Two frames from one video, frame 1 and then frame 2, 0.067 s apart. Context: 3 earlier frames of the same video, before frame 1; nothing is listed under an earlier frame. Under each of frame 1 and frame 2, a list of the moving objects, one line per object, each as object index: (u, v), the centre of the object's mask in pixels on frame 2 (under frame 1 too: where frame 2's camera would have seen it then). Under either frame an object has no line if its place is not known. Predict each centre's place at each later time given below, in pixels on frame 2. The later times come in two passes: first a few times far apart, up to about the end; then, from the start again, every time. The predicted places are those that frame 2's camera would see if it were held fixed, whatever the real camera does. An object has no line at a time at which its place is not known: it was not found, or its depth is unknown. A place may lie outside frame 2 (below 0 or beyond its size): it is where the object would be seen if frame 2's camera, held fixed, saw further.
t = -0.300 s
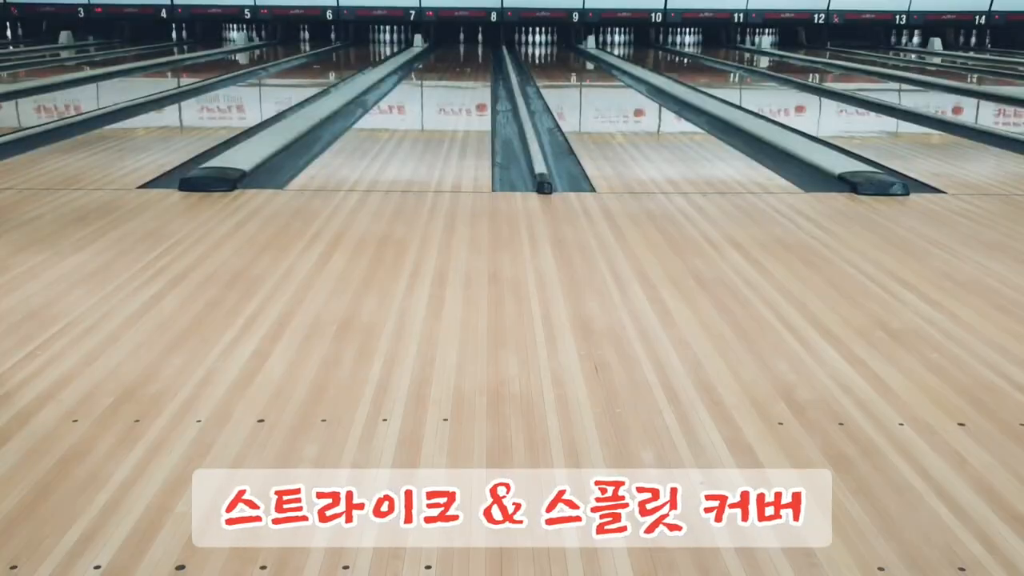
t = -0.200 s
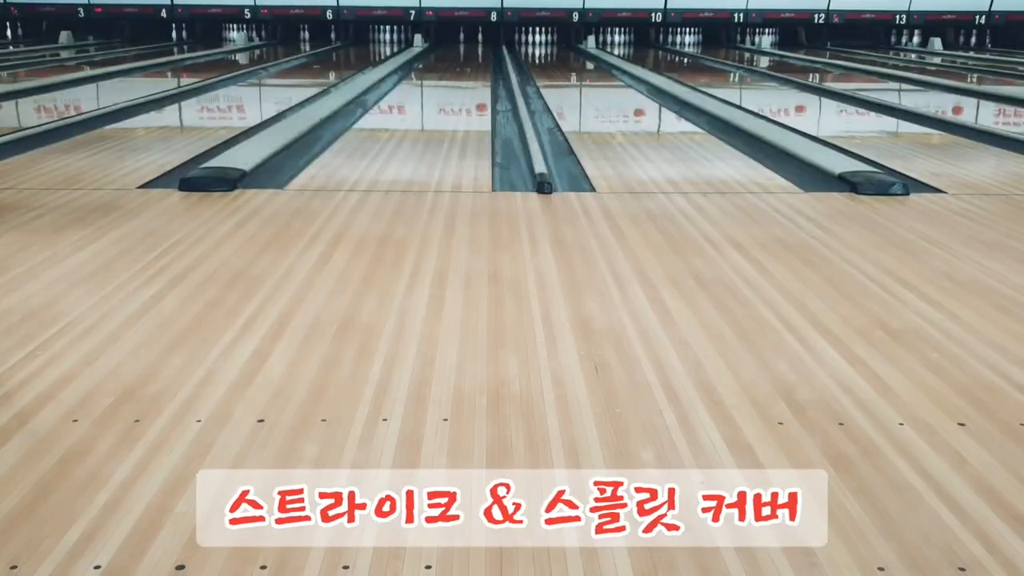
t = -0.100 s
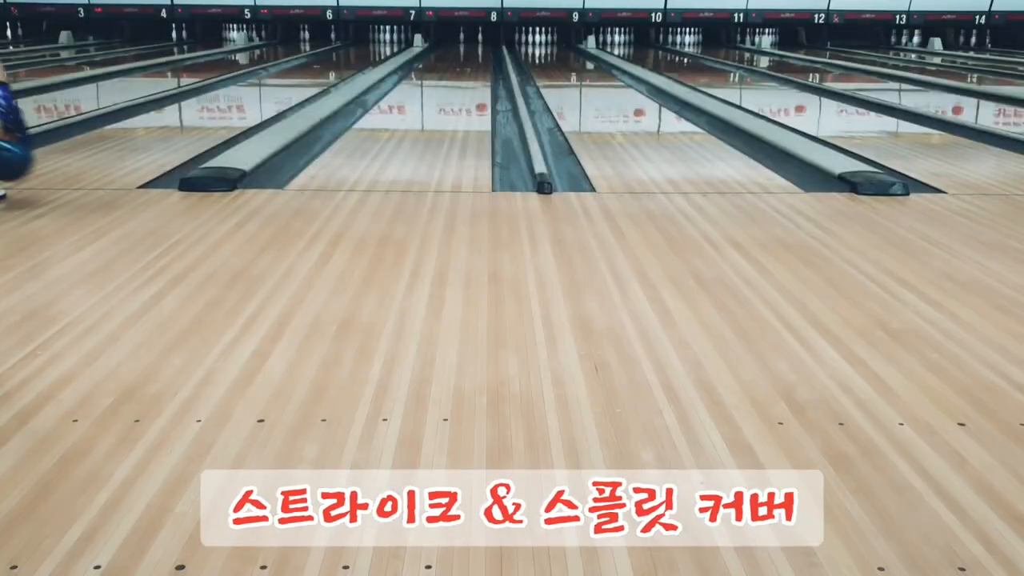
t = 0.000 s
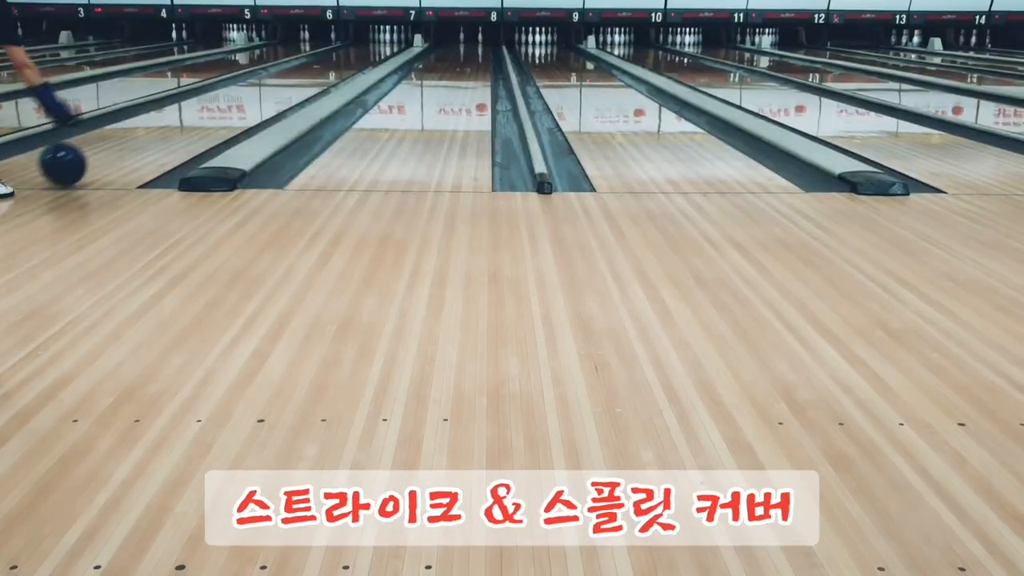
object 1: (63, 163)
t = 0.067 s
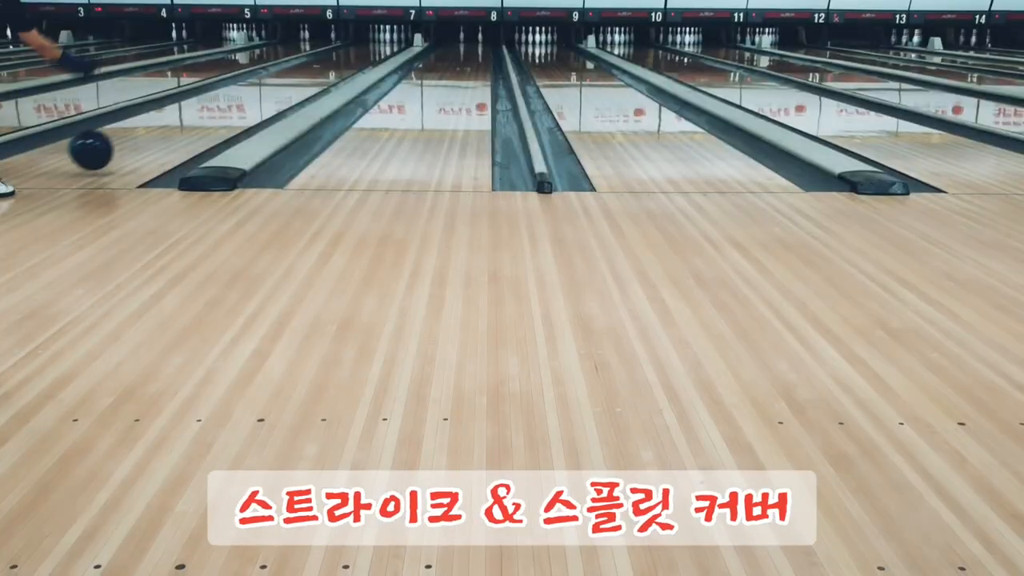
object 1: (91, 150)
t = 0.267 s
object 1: (159, 130)
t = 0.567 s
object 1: (227, 105)
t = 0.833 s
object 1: (268, 90)
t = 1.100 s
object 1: (298, 79)
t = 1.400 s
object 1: (321, 71)
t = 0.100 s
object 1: (104, 147)
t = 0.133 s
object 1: (117, 145)
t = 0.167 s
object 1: (128, 141)
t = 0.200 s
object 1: (139, 137)
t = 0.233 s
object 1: (149, 134)
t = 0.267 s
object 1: (159, 130)
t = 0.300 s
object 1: (168, 127)
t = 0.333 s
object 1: (176, 124)
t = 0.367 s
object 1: (185, 121)
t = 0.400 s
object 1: (192, 118)
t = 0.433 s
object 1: (200, 115)
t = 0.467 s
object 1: (207, 112)
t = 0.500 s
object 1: (214, 110)
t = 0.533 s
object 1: (220, 107)
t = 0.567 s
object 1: (227, 105)
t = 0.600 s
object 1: (232, 103)
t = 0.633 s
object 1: (238, 101)
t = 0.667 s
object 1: (244, 99)
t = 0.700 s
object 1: (249, 97)
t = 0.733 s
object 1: (254, 95)
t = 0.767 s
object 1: (259, 93)
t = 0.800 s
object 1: (263, 92)
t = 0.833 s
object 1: (268, 90)
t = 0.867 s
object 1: (272, 89)
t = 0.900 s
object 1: (276, 87)
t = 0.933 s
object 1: (280, 86)
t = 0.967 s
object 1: (284, 84)
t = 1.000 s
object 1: (288, 83)
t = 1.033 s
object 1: (291, 81)
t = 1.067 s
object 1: (295, 80)
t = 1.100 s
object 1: (298, 79)
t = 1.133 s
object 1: (301, 78)
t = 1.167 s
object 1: (304, 77)
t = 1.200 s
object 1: (307, 76)
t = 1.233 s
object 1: (310, 75)
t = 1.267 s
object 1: (313, 74)
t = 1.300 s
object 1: (313, 74)
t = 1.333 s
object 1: (315, 73)
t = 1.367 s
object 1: (318, 72)
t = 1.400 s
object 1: (321, 71)
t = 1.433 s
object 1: (323, 70)
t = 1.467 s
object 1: (325, 69)
